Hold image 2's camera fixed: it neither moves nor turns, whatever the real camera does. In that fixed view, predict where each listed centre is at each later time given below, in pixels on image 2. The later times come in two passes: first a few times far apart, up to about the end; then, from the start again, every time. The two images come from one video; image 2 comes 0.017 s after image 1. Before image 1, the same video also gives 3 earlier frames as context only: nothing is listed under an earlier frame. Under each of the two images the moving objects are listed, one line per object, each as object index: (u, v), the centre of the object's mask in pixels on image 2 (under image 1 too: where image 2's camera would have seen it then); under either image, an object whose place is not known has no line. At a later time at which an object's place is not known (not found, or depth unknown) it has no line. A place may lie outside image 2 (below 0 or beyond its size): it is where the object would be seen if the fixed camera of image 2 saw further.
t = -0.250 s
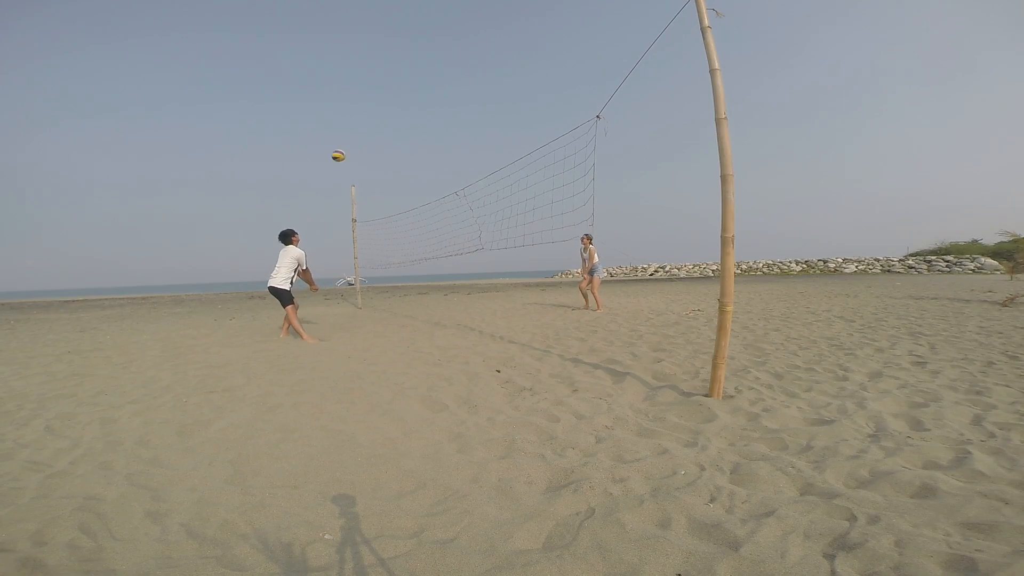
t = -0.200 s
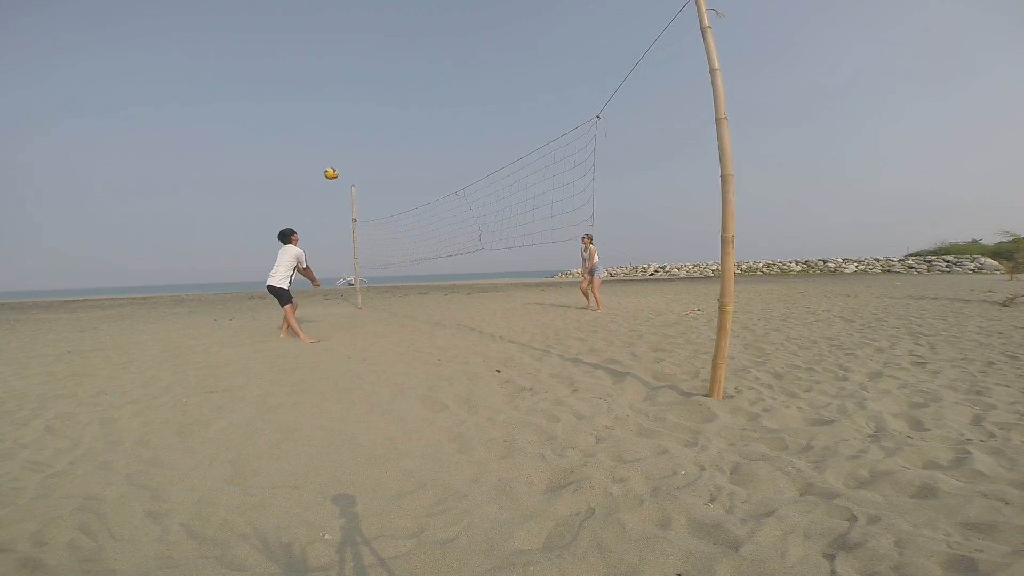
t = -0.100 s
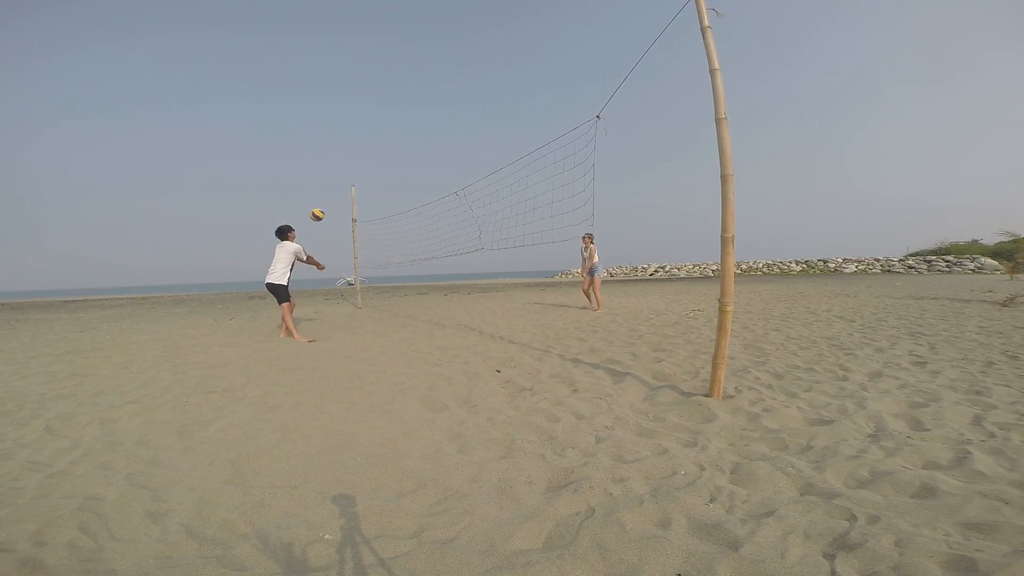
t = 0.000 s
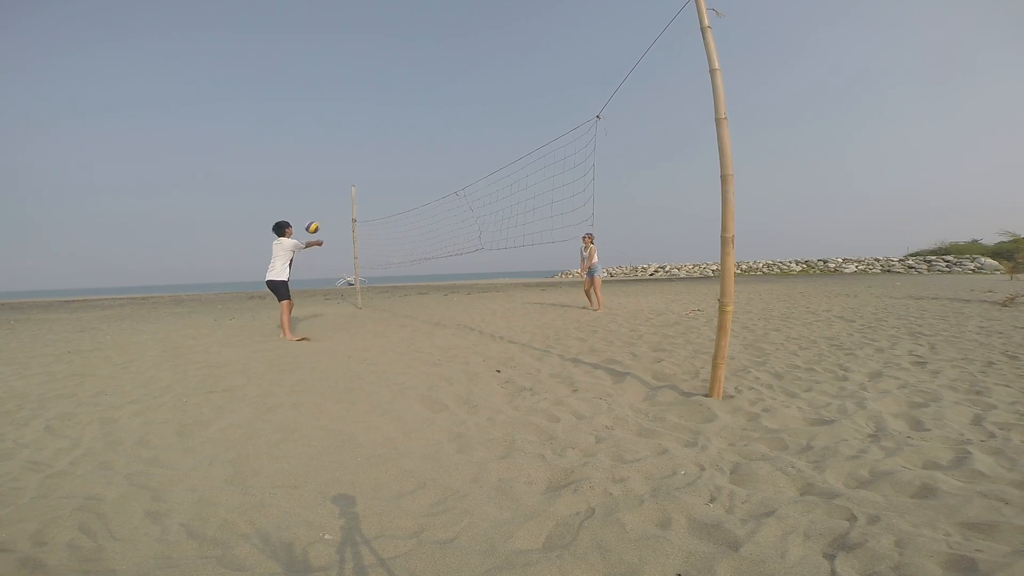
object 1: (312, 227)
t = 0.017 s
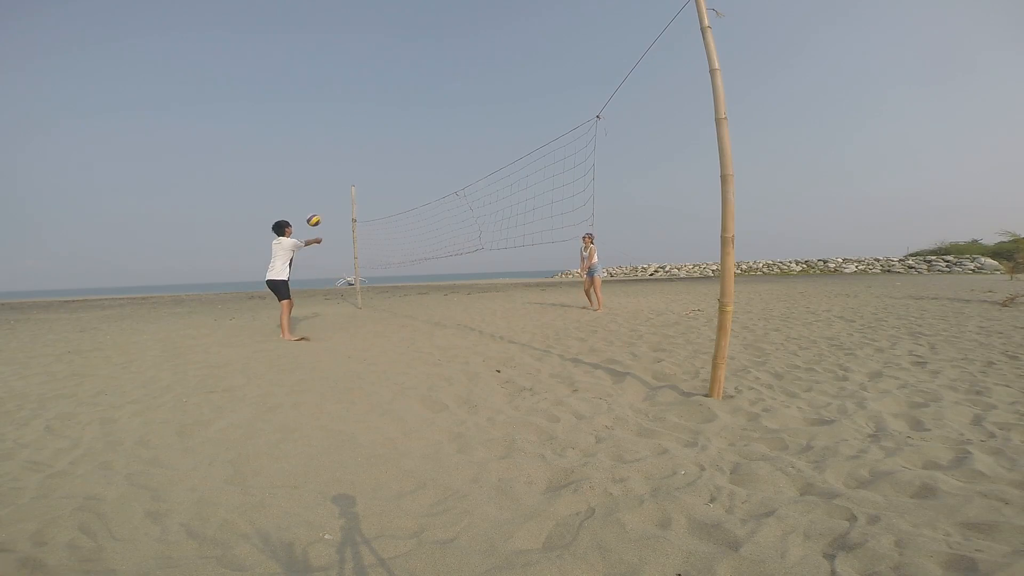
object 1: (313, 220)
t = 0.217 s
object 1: (333, 150)
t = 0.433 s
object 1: (355, 105)
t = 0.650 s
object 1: (376, 86)
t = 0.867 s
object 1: (396, 89)
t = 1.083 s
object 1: (415, 117)
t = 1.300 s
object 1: (435, 176)
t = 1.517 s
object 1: (458, 251)
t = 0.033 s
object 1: (315, 213)
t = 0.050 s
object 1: (316, 207)
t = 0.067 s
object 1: (318, 200)
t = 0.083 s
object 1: (319, 194)
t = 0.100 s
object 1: (321, 188)
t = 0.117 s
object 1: (323, 182)
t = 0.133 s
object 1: (325, 176)
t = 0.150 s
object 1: (326, 170)
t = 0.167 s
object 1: (328, 165)
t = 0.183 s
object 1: (329, 160)
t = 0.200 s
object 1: (331, 155)
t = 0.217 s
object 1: (333, 150)
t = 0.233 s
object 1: (335, 146)
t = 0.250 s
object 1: (336, 142)
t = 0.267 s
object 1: (338, 138)
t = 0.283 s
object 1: (340, 134)
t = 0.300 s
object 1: (341, 130)
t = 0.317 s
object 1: (343, 126)
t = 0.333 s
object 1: (345, 122)
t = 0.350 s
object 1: (346, 119)
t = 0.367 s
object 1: (348, 116)
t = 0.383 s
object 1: (350, 113)
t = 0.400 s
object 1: (351, 110)
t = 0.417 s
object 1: (353, 108)
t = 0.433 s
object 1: (355, 105)
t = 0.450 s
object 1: (357, 103)
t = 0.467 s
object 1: (358, 101)
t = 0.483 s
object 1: (360, 99)
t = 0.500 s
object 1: (362, 97)
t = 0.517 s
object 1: (363, 95)
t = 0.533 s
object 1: (365, 93)
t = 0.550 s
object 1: (367, 92)
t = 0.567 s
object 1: (368, 90)
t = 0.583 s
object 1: (370, 89)
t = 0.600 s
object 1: (372, 88)
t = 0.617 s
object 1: (373, 87)
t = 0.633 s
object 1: (375, 86)
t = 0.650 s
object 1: (376, 86)
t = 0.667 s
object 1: (378, 85)
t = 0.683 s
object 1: (379, 85)
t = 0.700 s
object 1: (381, 84)
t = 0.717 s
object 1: (382, 84)
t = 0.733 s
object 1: (384, 84)
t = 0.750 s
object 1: (385, 84)
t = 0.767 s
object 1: (387, 85)
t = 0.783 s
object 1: (388, 85)
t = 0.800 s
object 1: (390, 85)
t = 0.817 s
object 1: (391, 86)
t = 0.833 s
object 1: (393, 87)
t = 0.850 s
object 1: (394, 88)
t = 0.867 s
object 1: (396, 89)
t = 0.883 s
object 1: (397, 90)
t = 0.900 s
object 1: (399, 91)
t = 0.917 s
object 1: (400, 93)
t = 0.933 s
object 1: (402, 95)
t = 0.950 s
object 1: (403, 96)
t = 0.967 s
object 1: (405, 98)
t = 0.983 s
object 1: (406, 101)
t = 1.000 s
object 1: (408, 103)
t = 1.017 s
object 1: (409, 105)
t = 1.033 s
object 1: (411, 108)
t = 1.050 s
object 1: (412, 111)
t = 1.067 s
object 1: (414, 114)
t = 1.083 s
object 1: (415, 117)
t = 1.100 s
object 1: (417, 120)
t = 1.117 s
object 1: (419, 124)
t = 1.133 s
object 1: (420, 128)
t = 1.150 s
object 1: (422, 132)
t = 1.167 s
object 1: (423, 136)
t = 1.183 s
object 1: (424, 140)
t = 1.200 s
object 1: (426, 145)
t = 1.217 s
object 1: (427, 150)
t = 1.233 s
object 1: (429, 154)
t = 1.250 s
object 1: (431, 159)
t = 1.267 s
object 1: (432, 165)
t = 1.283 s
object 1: (434, 170)
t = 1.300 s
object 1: (435, 176)
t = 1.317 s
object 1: (437, 182)
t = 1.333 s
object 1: (439, 188)
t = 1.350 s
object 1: (440, 195)
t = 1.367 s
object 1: (442, 201)
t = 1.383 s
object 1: (444, 206)
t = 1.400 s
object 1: (445, 211)
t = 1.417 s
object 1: (447, 216)
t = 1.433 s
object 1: (449, 222)
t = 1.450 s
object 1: (451, 227)
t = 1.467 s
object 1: (453, 233)
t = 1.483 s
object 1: (455, 239)
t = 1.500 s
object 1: (457, 245)
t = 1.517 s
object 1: (458, 251)
